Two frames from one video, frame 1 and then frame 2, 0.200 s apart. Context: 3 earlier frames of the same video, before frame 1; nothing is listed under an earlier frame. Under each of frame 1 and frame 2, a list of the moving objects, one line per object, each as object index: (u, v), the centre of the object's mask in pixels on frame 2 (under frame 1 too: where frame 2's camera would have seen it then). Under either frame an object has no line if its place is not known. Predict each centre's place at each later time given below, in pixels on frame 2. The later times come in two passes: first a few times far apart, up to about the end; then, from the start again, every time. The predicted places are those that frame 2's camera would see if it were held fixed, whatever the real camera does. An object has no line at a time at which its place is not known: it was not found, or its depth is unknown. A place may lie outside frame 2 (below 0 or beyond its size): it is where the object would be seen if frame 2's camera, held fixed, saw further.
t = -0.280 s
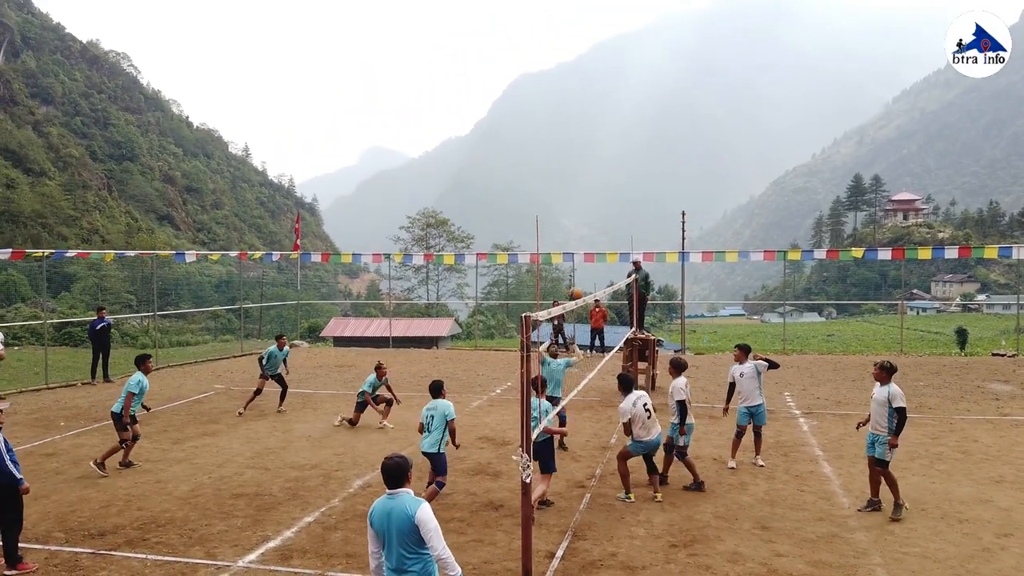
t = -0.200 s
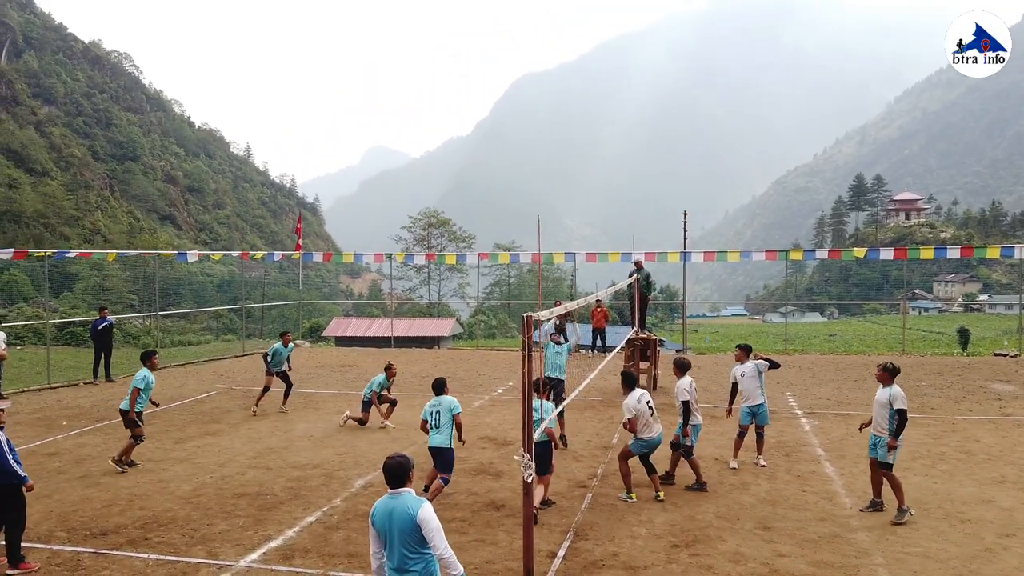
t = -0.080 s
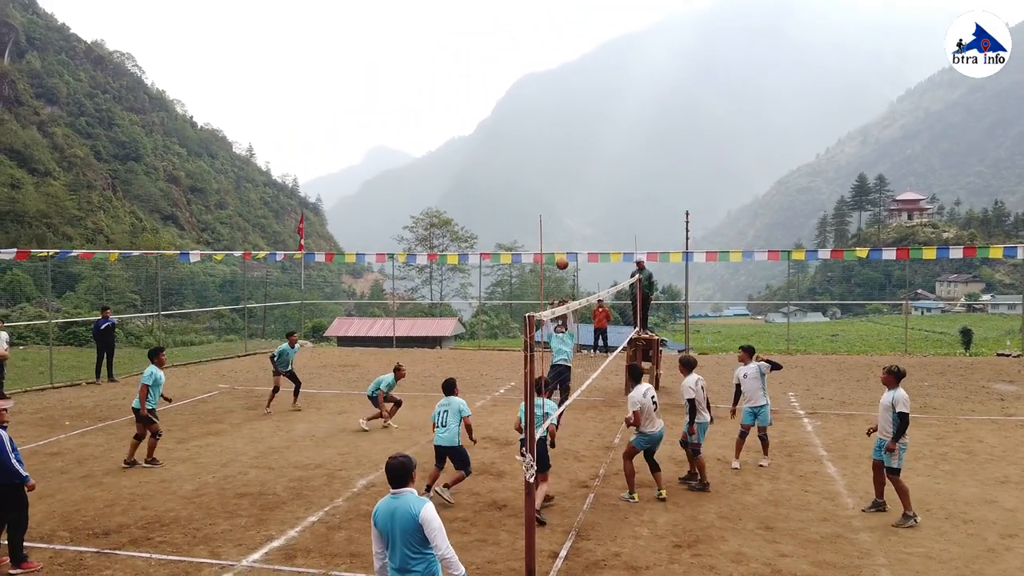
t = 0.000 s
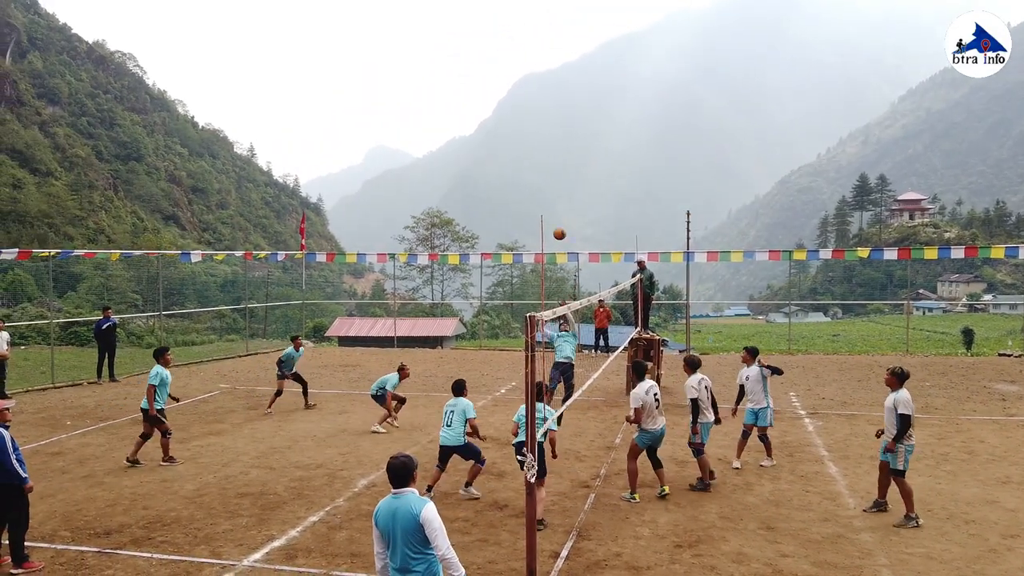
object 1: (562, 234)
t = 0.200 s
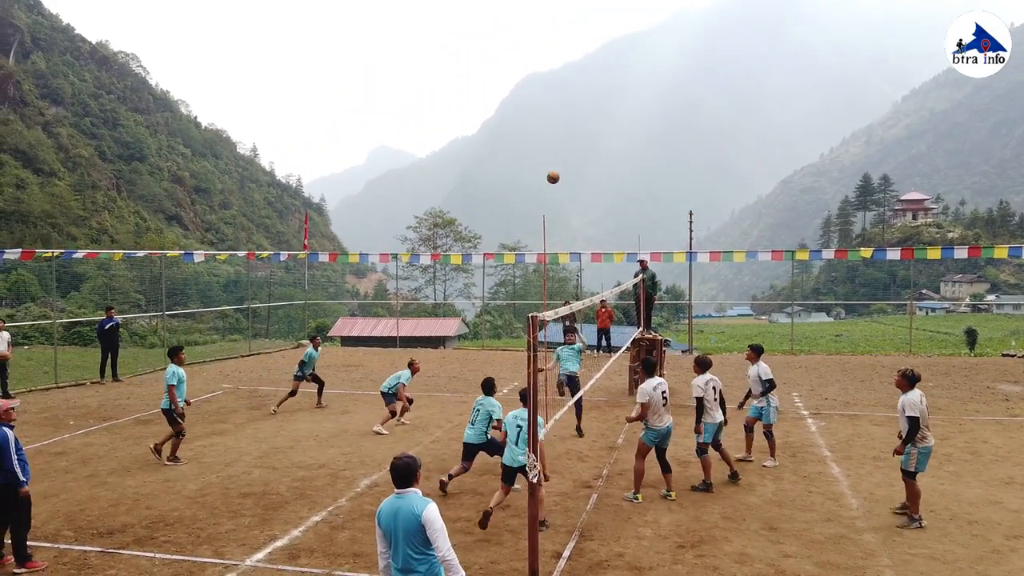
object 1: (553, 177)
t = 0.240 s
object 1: (551, 169)
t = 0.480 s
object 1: (540, 141)
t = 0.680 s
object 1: (531, 144)
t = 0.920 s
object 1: (519, 182)
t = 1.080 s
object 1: (513, 226)
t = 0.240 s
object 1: (551, 169)
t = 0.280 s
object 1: (549, 162)
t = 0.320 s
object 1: (547, 156)
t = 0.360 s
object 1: (545, 151)
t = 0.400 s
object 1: (543, 146)
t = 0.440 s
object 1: (542, 143)
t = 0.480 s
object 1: (540, 141)
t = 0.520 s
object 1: (538, 140)
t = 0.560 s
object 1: (536, 139)
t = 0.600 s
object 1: (534, 140)
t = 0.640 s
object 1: (532, 142)
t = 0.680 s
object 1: (531, 144)
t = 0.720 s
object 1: (529, 148)
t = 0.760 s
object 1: (527, 153)
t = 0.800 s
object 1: (525, 159)
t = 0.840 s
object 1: (523, 165)
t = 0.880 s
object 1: (521, 173)
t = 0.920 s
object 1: (519, 182)
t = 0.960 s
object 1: (518, 191)
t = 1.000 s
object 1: (516, 203)
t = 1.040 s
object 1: (514, 214)
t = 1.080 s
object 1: (513, 226)
